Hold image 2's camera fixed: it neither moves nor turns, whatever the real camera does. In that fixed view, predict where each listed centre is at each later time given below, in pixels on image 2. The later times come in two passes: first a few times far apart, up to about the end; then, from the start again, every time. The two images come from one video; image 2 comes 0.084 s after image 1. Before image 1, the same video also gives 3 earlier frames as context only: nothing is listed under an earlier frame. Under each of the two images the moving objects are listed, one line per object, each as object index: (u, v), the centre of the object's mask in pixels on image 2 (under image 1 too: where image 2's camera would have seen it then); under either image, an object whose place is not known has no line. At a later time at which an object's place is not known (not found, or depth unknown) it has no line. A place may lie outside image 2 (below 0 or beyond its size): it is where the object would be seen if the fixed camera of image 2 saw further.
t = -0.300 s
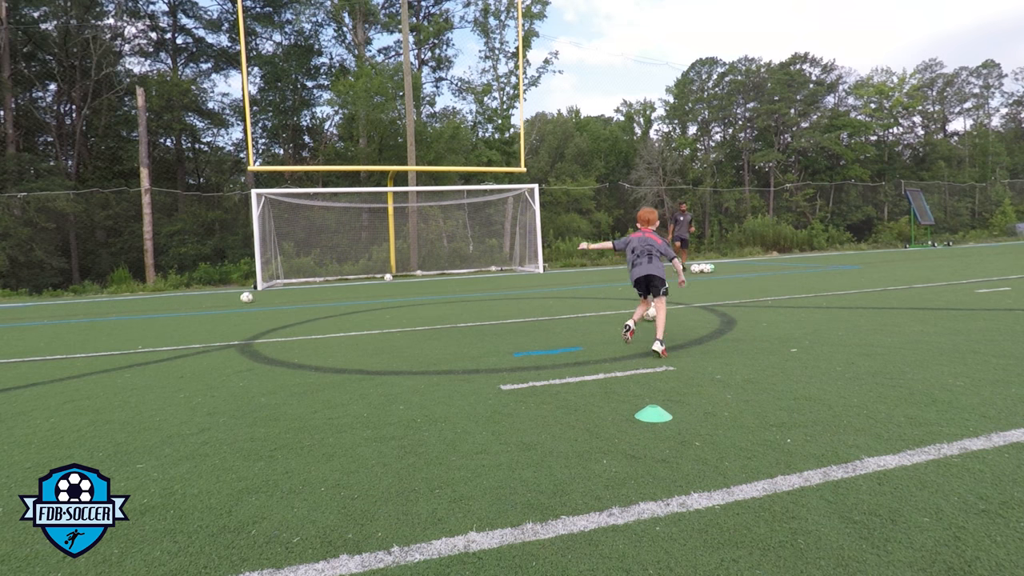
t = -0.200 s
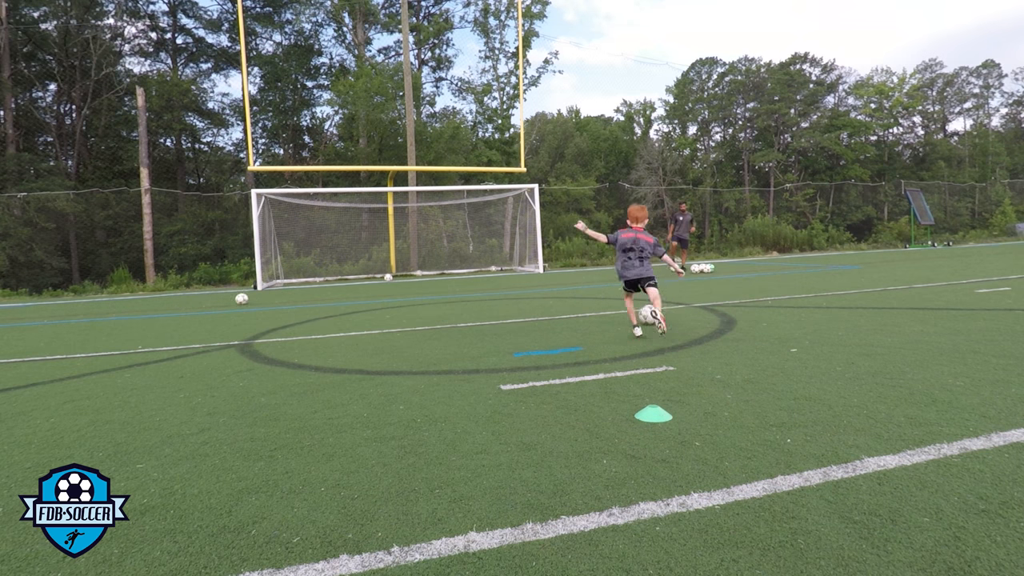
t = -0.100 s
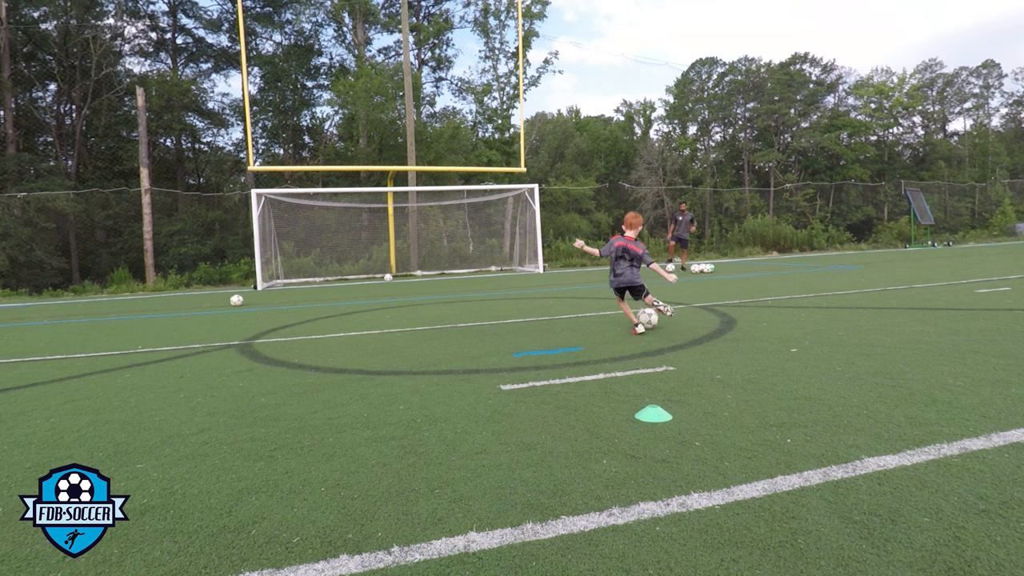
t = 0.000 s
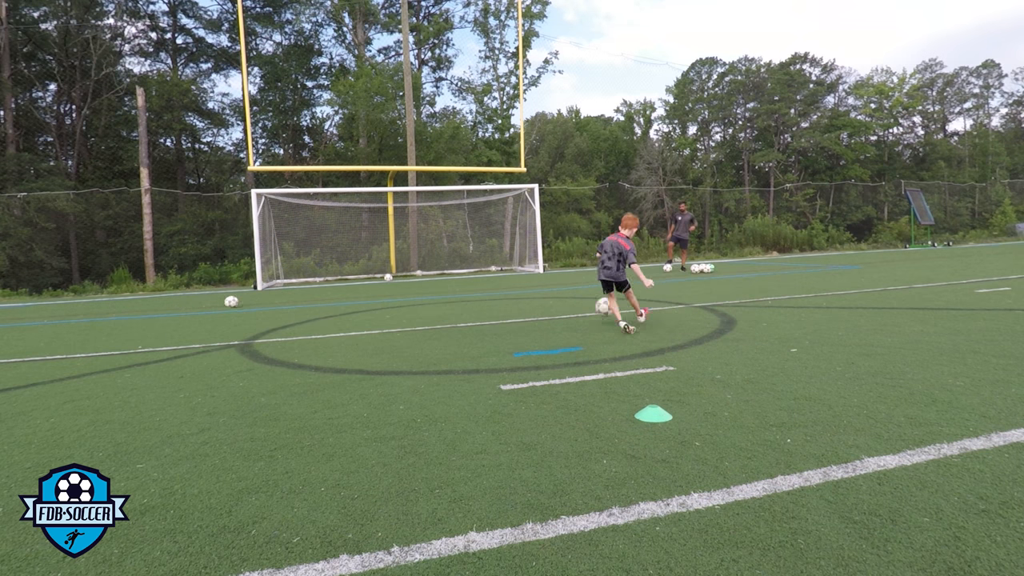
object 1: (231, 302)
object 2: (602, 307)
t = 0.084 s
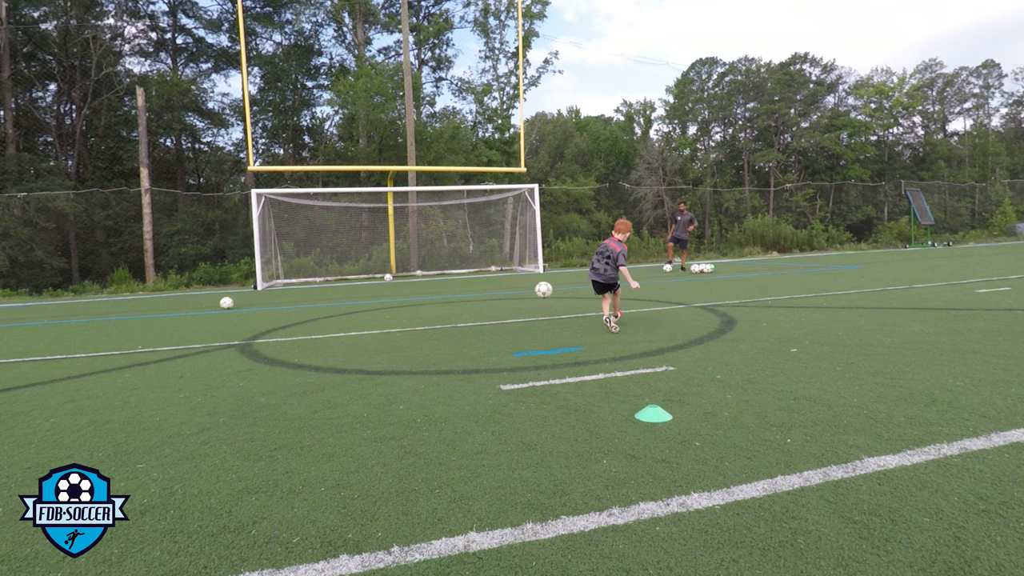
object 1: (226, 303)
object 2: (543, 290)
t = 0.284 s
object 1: (215, 307)
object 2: (447, 281)
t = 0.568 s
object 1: (196, 312)
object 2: (370, 281)
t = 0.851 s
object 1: (174, 318)
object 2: (322, 279)
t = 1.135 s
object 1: (148, 326)
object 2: (289, 279)
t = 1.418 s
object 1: (116, 334)
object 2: (282, 277)
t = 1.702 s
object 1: (79, 344)
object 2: (294, 279)
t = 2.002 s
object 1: (32, 355)
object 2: (300, 278)
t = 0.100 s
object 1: (226, 303)
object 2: (533, 287)
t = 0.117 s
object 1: (225, 304)
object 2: (523, 286)
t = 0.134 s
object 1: (223, 304)
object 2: (514, 284)
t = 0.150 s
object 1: (223, 304)
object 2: (505, 283)
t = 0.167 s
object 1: (222, 304)
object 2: (496, 282)
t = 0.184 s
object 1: (221, 305)
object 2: (488, 281)
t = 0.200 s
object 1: (220, 305)
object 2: (480, 280)
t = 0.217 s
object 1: (219, 306)
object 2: (473, 280)
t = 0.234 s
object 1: (218, 306)
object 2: (466, 280)
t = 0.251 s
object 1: (217, 306)
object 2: (459, 280)
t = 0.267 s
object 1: (216, 307)
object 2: (453, 280)
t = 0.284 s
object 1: (215, 307)
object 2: (447, 281)
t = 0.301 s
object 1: (214, 307)
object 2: (441, 281)
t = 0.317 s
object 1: (213, 307)
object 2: (435, 282)
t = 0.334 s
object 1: (212, 308)
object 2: (429, 282)
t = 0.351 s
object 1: (211, 308)
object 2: (424, 283)
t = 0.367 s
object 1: (210, 308)
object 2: (418, 285)
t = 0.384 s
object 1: (209, 308)
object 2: (414, 286)
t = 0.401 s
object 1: (207, 309)
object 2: (409, 287)
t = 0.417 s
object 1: (206, 309)
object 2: (404, 288)
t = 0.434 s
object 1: (205, 310)
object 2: (400, 289)
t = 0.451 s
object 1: (204, 310)
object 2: (396, 288)
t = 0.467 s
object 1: (203, 310)
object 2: (392, 287)
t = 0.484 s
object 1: (202, 310)
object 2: (387, 285)
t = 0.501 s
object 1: (201, 311)
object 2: (384, 284)
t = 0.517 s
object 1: (199, 311)
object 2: (380, 283)
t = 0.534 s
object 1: (198, 311)
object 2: (377, 282)
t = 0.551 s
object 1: (197, 312)
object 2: (373, 282)
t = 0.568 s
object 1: (196, 312)
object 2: (370, 281)
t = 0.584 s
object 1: (195, 313)
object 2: (367, 280)
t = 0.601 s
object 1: (193, 313)
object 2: (363, 280)
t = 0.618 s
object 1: (192, 313)
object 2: (360, 280)
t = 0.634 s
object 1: (191, 313)
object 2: (357, 280)
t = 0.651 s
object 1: (190, 314)
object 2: (354, 280)
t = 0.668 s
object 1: (188, 314)
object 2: (351, 281)
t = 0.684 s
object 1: (187, 314)
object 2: (348, 281)
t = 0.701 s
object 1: (186, 315)
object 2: (346, 282)
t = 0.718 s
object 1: (185, 315)
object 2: (343, 283)
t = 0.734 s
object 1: (183, 315)
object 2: (340, 283)
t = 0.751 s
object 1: (182, 315)
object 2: (337, 284)
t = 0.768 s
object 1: (180, 316)
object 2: (335, 284)
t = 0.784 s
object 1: (179, 316)
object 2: (332, 283)
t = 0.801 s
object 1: (178, 317)
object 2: (330, 282)
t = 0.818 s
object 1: (176, 317)
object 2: (327, 281)
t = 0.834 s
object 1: (175, 318)
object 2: (325, 280)
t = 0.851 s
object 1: (174, 318)
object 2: (322, 279)
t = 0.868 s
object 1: (172, 319)
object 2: (320, 279)
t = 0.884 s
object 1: (170, 319)
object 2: (318, 279)
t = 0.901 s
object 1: (169, 319)
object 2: (316, 278)
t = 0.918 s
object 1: (168, 320)
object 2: (314, 278)
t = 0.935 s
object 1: (166, 320)
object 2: (312, 278)
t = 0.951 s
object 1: (165, 321)
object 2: (310, 278)
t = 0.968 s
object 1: (163, 321)
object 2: (308, 278)
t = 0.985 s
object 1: (162, 321)
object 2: (306, 278)
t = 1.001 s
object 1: (160, 322)
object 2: (304, 279)
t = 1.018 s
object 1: (159, 323)
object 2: (302, 279)
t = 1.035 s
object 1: (157, 323)
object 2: (300, 280)
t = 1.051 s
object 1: (156, 323)
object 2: (298, 281)
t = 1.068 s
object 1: (154, 324)
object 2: (296, 282)
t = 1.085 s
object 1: (152, 324)
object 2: (295, 281)
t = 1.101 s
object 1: (151, 325)
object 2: (293, 281)
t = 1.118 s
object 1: (149, 325)
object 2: (291, 279)
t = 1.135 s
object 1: (148, 326)
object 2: (289, 279)
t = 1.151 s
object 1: (146, 326)
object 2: (288, 279)
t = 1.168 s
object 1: (144, 326)
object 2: (286, 279)
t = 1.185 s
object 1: (143, 327)
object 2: (285, 278)
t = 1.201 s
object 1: (141, 327)
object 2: (283, 278)
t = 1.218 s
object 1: (139, 328)
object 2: (282, 278)
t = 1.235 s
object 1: (137, 328)
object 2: (281, 278)
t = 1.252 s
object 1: (135, 329)
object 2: (280, 277)
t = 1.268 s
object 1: (134, 329)
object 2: (279, 277)
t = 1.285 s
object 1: (131, 330)
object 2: (279, 277)
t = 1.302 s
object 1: (130, 330)
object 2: (278, 277)
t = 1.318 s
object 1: (128, 331)
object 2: (278, 277)
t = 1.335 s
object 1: (126, 331)
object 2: (278, 277)
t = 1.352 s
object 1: (124, 332)
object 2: (279, 276)
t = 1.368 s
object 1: (122, 332)
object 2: (279, 277)
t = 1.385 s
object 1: (120, 333)
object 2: (280, 277)
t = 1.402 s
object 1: (118, 333)
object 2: (281, 277)
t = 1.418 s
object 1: (116, 334)
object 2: (282, 277)
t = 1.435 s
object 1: (114, 334)
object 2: (282, 277)
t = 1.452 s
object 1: (112, 335)
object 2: (283, 278)
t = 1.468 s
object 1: (110, 335)
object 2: (284, 278)
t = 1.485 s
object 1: (108, 336)
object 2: (285, 278)
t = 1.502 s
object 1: (106, 336)
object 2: (286, 278)
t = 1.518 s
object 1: (104, 337)
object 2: (287, 278)
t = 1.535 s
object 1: (101, 338)
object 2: (287, 279)
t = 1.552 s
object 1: (99, 338)
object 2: (288, 279)
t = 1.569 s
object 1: (97, 339)
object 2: (289, 280)
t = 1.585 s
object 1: (95, 339)
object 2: (290, 280)
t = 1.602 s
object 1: (93, 340)
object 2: (290, 279)
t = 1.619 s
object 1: (91, 341)
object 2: (291, 279)
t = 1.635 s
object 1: (89, 341)
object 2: (291, 279)
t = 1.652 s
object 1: (86, 342)
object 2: (292, 279)
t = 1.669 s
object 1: (84, 342)
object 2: (293, 279)
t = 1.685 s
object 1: (82, 343)
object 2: (293, 279)
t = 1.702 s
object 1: (79, 344)
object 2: (294, 279)
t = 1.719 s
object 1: (76, 345)
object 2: (294, 279)
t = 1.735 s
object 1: (74, 346)
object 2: (295, 279)
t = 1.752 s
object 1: (72, 346)
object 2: (295, 280)
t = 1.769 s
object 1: (69, 346)
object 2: (296, 279)
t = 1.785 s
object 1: (67, 346)
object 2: (296, 279)
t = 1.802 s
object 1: (64, 347)
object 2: (296, 279)
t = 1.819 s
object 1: (62, 348)
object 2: (296, 279)
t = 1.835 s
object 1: (59, 348)
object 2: (297, 279)
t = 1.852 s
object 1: (57, 349)
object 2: (297, 279)
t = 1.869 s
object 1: (54, 350)
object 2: (298, 279)
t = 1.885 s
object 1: (51, 350)
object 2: (298, 279)
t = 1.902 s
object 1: (49, 351)
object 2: (298, 279)
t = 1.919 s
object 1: (46, 352)
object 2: (298, 279)
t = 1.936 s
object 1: (44, 353)
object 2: (299, 279)
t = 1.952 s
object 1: (41, 353)
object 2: (299, 279)
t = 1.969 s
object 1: (38, 354)
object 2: (299, 279)
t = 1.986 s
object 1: (35, 355)
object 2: (300, 279)
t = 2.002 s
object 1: (32, 355)
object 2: (300, 278)
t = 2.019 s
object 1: (29, 356)
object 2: (300, 278)
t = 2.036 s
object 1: (26, 357)
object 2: (300, 278)
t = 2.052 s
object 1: (23, 358)
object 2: (300, 279)
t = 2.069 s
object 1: (21, 359)
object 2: (300, 279)
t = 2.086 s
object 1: (17, 359)
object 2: (300, 278)
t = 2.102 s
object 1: (15, 360)
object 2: (300, 279)
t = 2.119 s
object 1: (13, 361)
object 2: (301, 279)
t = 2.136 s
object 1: (11, 362)
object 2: (301, 279)
